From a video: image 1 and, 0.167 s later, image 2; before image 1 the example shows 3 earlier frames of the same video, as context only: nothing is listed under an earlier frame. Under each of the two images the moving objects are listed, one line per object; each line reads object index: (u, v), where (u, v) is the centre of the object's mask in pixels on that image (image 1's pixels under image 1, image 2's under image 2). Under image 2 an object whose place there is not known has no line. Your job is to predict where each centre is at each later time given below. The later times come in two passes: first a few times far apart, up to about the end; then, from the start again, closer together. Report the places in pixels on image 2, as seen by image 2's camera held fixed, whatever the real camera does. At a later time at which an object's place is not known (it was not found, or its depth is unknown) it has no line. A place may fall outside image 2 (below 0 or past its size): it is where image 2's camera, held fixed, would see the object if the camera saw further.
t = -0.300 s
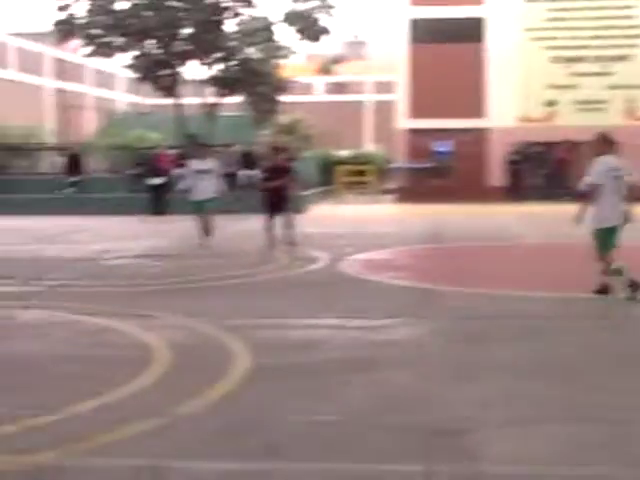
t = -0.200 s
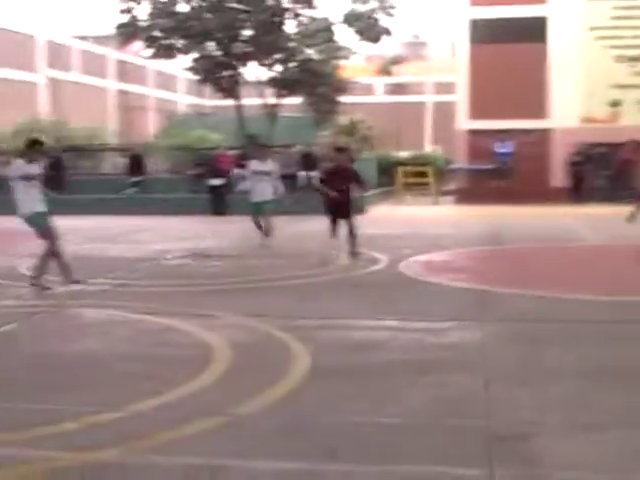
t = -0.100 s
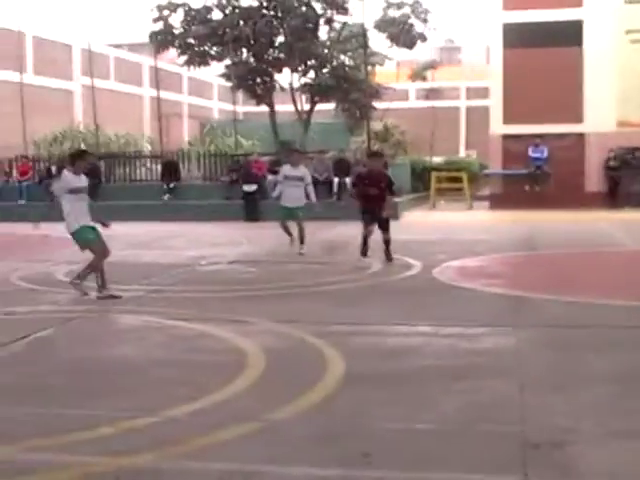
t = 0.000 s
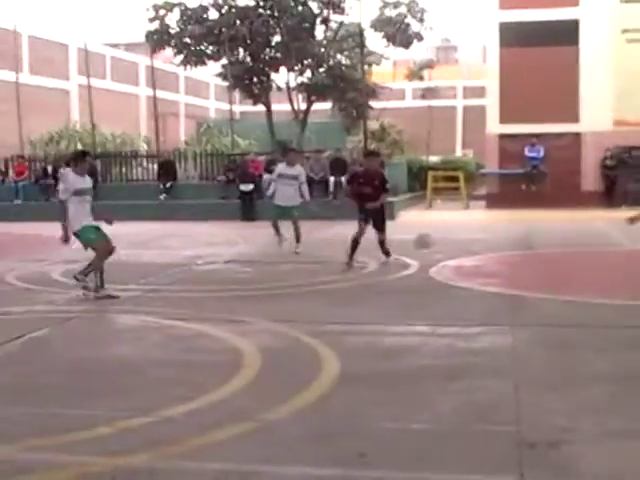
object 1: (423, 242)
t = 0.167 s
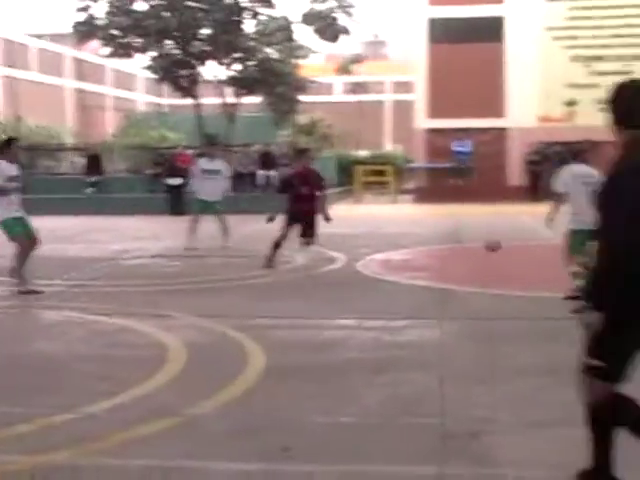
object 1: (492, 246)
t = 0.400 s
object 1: (644, 239)
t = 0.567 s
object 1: (726, 229)
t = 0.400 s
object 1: (644, 239)
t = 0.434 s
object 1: (662, 236)
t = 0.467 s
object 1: (679, 232)
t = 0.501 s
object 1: (695, 231)
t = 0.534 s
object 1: (711, 230)
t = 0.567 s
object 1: (726, 229)
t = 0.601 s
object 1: (742, 229)
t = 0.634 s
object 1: (757, 230)
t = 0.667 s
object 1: (771, 233)
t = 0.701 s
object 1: (785, 235)
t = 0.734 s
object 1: (799, 239)
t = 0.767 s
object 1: (813, 245)
